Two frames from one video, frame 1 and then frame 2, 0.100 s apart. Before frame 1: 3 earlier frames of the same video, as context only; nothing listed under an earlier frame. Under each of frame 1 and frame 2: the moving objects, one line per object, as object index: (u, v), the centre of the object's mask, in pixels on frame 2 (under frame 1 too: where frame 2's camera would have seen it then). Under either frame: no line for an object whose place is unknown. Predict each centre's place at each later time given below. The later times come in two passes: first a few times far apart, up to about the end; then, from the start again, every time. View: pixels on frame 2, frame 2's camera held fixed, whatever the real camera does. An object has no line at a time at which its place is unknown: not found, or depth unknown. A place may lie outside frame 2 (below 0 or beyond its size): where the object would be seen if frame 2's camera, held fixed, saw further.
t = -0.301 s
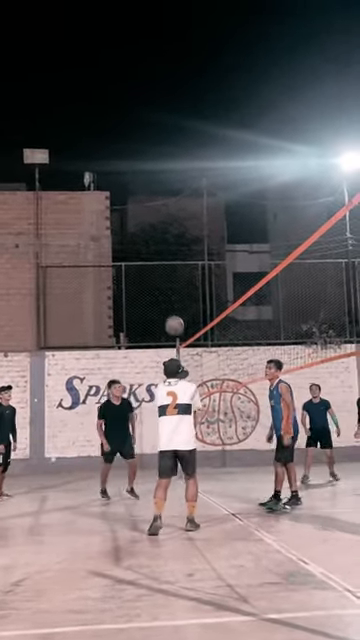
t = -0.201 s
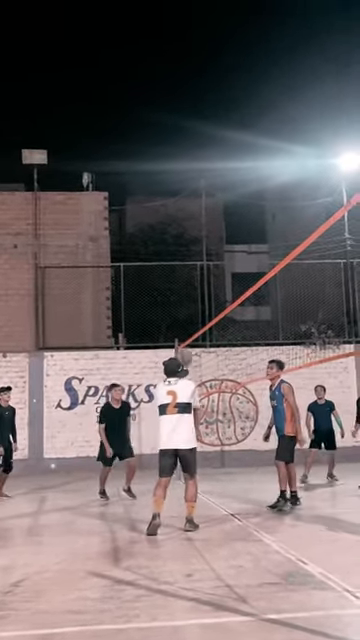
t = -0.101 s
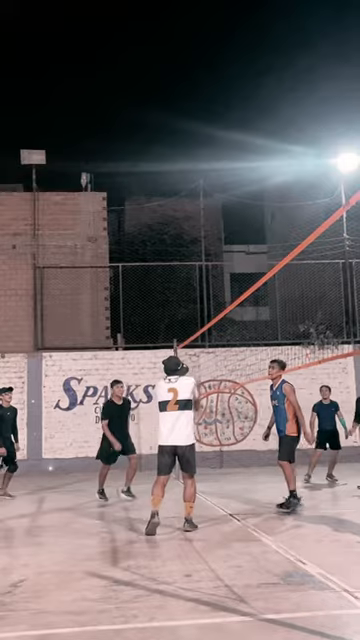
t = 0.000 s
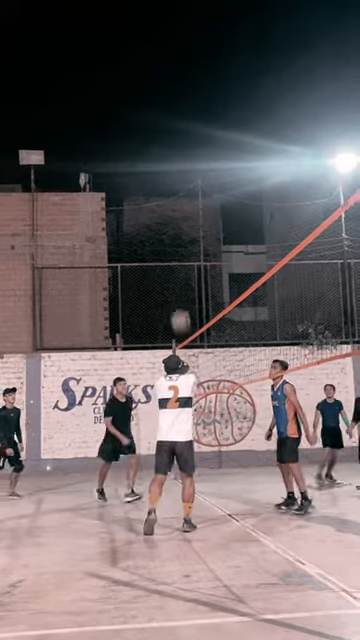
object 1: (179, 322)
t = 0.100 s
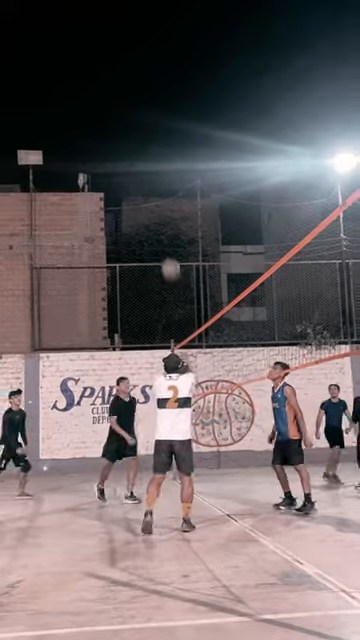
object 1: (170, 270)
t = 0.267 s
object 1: (158, 208)
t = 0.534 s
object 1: (144, 165)
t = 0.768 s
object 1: (133, 170)
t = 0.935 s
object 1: (126, 197)
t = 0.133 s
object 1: (167, 254)
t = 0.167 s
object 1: (165, 241)
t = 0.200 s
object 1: (163, 230)
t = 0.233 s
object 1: (160, 218)
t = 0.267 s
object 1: (158, 208)
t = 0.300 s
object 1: (156, 199)
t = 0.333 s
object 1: (154, 191)
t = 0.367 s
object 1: (152, 184)
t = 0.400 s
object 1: (150, 179)
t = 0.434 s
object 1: (148, 174)
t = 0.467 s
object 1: (147, 170)
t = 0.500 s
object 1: (145, 167)
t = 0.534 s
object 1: (144, 165)
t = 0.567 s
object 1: (142, 163)
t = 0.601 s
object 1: (141, 163)
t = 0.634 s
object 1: (139, 162)
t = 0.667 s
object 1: (137, 164)
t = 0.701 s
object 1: (135, 165)
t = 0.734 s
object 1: (134, 167)
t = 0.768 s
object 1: (133, 170)
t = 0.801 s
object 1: (131, 175)
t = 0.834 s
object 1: (130, 180)
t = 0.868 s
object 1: (129, 185)
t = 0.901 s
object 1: (128, 191)
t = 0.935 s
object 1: (126, 197)
